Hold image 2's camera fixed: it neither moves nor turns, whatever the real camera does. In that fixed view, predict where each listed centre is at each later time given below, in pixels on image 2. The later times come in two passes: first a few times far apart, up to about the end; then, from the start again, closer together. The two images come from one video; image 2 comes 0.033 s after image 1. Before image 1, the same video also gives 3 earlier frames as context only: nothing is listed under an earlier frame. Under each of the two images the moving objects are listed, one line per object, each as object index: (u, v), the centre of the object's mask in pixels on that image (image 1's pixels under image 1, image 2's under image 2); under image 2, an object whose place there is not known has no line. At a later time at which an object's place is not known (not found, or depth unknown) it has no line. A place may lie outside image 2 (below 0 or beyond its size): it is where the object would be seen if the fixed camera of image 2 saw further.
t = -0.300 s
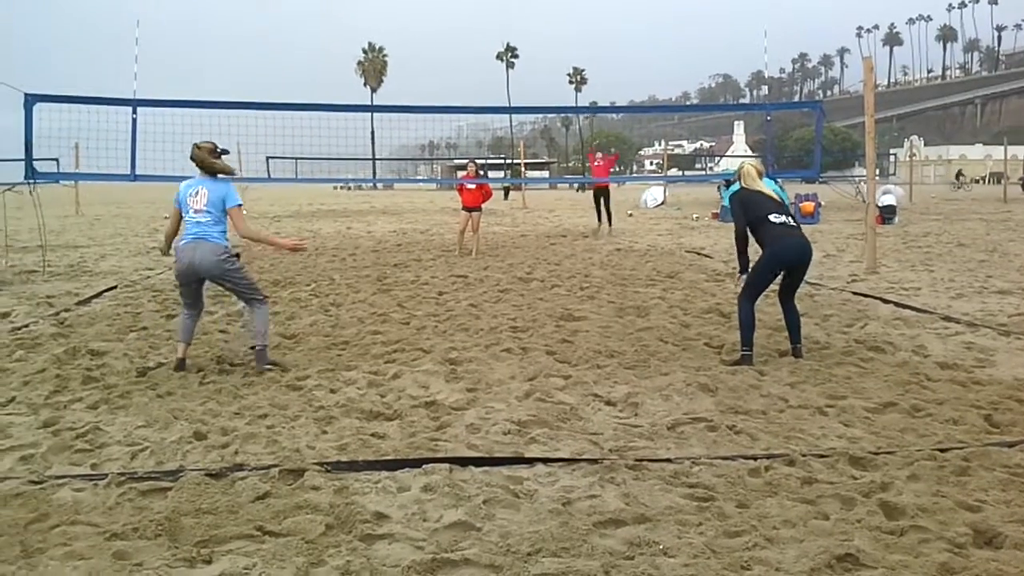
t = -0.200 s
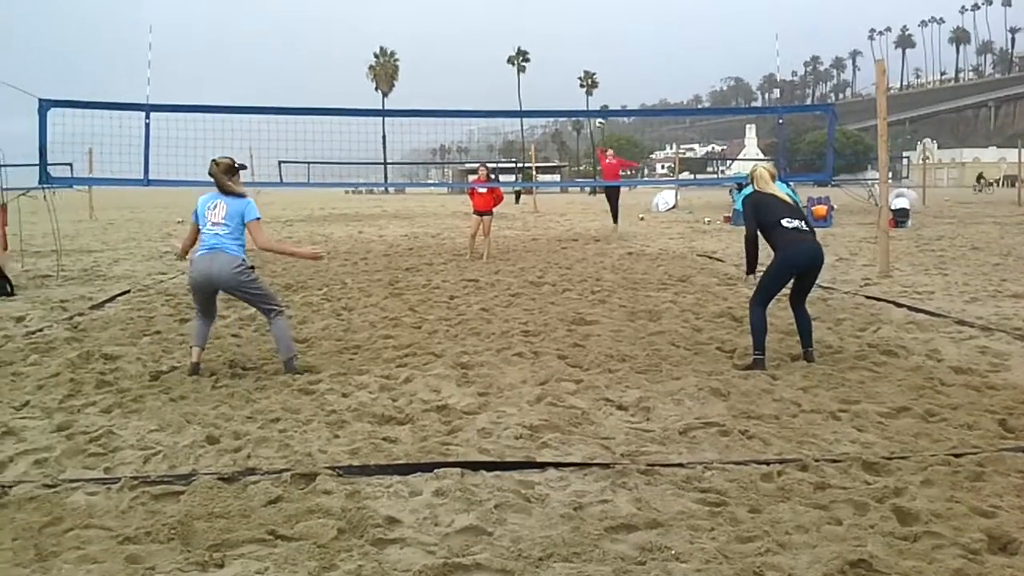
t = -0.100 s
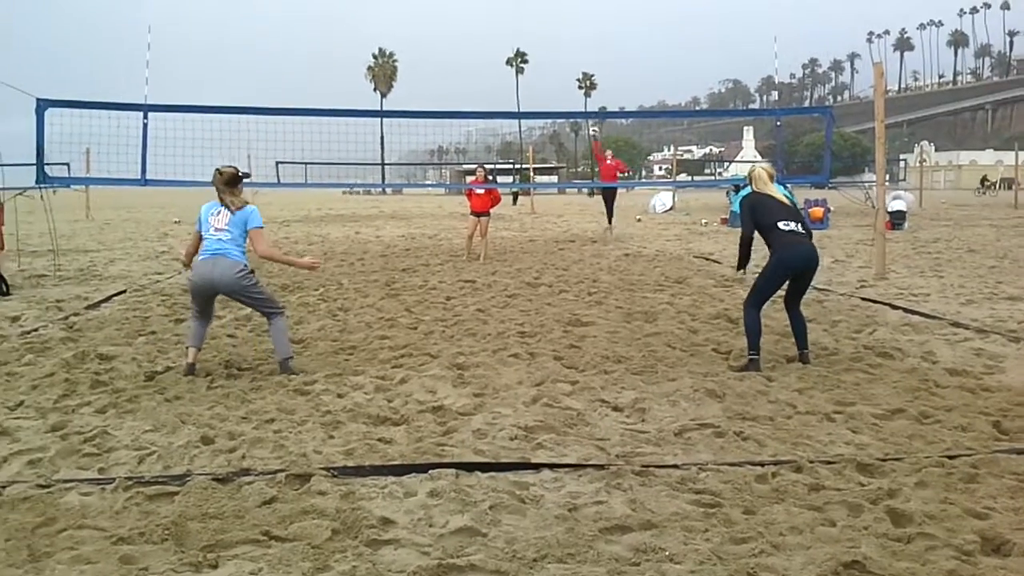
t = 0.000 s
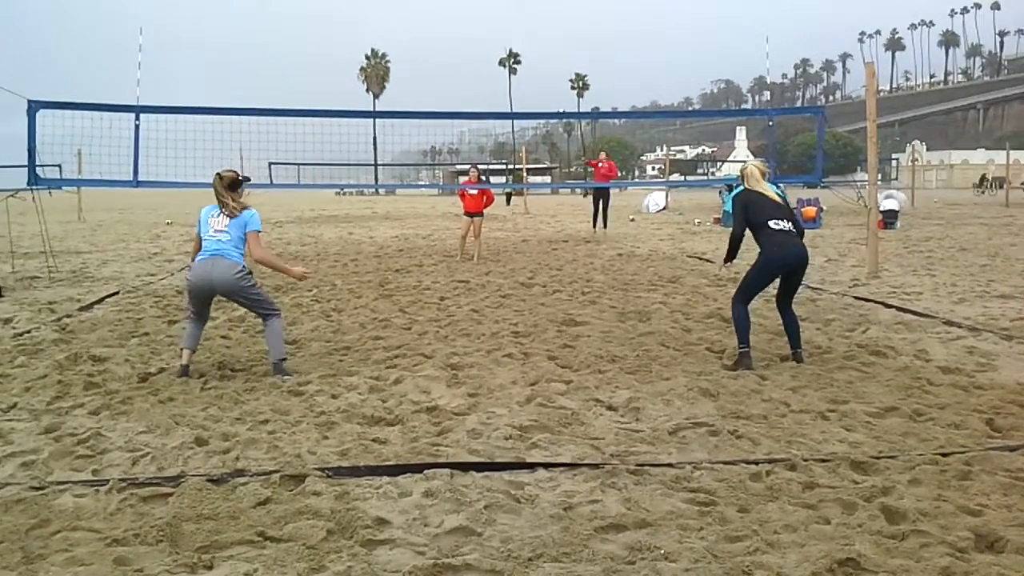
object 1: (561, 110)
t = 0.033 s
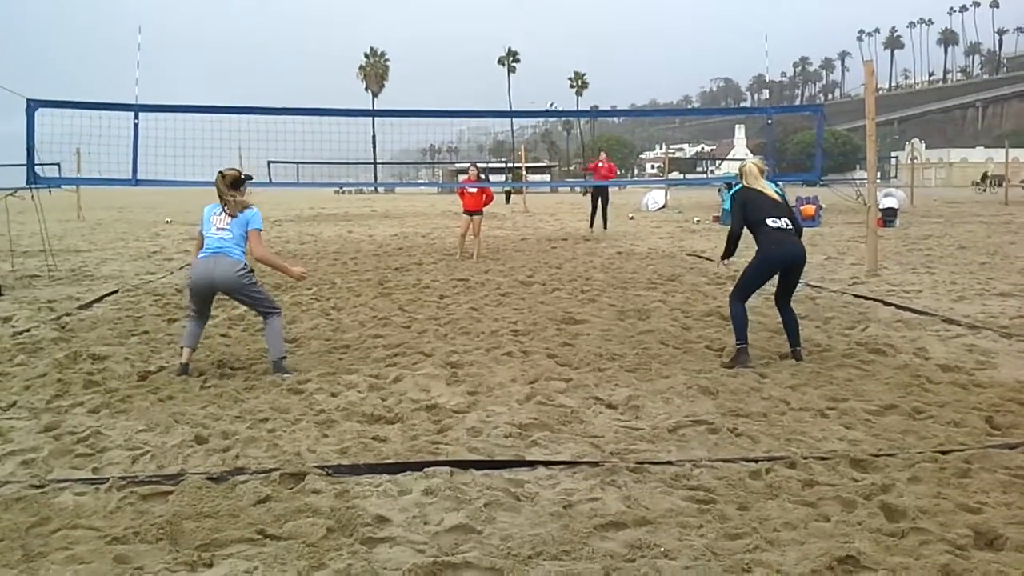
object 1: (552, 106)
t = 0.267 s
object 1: (476, 75)
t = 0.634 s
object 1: (300, 77)
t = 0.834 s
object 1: (160, 128)
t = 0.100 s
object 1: (531, 97)
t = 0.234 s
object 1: (489, 79)
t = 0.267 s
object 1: (476, 75)
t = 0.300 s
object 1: (464, 72)
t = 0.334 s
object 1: (450, 69)
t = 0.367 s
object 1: (437, 66)
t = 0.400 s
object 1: (422, 64)
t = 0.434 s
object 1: (407, 63)
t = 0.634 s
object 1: (300, 77)
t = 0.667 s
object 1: (280, 82)
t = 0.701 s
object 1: (259, 89)
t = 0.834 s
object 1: (160, 128)
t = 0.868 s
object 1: (132, 142)
